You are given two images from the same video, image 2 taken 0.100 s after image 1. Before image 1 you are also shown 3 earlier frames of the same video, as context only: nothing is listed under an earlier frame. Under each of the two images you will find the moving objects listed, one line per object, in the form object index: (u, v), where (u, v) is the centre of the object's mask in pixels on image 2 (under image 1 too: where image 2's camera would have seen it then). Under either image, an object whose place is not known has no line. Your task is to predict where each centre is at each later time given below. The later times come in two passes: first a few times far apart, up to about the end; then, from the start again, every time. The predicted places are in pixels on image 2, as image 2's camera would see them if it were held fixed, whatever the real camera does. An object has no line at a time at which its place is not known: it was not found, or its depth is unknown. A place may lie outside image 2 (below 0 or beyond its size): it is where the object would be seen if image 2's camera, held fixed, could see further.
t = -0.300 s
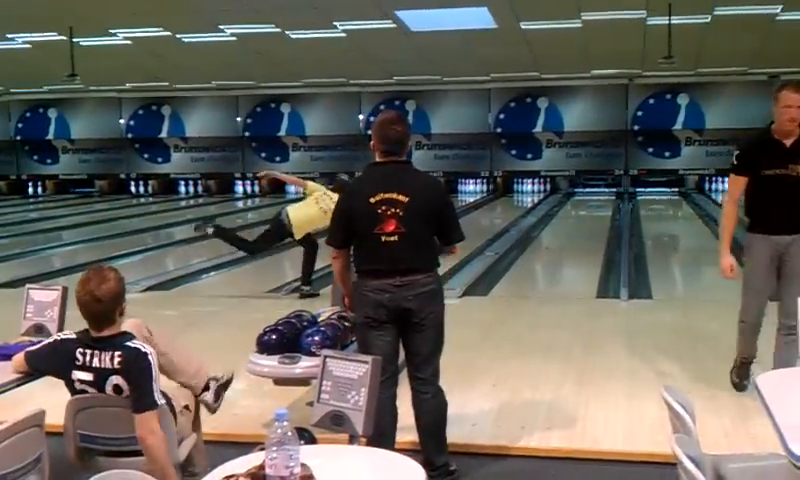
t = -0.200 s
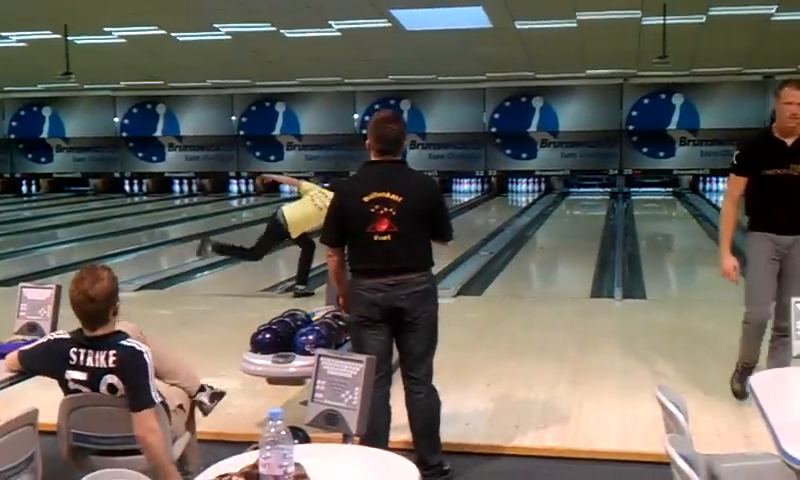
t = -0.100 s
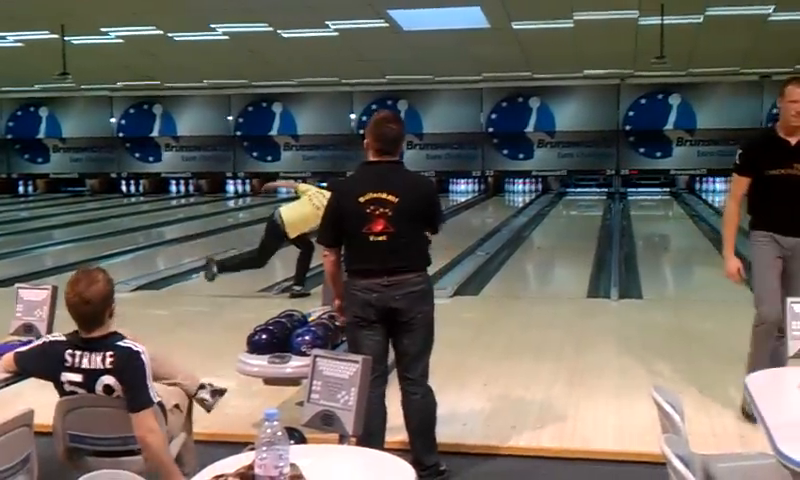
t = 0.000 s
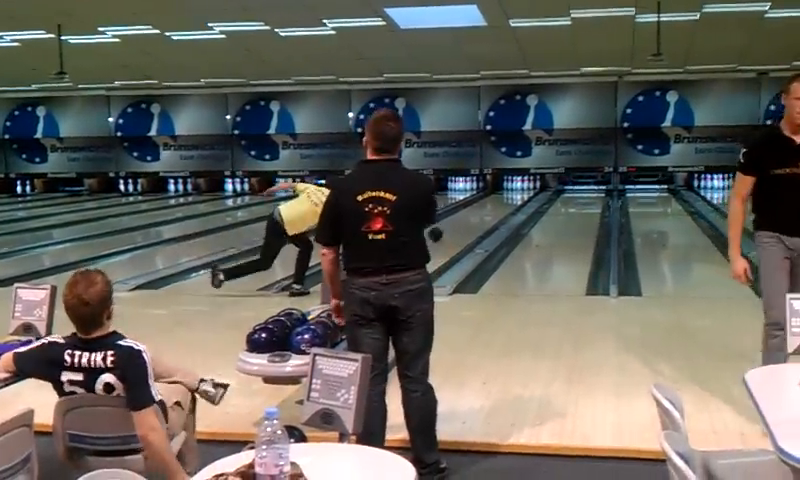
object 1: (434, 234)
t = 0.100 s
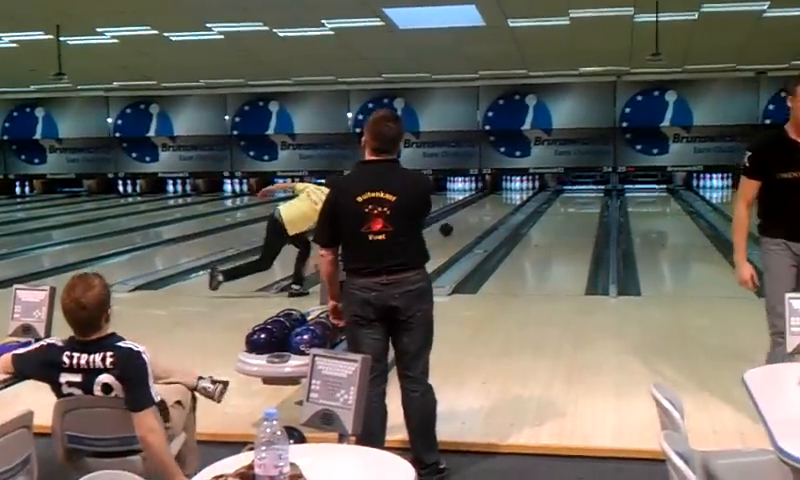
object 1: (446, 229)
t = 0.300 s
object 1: (465, 220)
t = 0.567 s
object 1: (486, 211)
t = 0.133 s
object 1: (450, 227)
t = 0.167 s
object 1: (453, 225)
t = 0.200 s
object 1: (456, 224)
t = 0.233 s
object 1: (459, 223)
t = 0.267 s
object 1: (463, 221)
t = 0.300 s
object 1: (465, 220)
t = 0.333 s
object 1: (468, 219)
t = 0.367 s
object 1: (471, 217)
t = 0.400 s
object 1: (474, 216)
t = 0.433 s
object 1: (477, 214)
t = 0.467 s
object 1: (479, 214)
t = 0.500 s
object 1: (482, 213)
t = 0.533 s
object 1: (483, 212)
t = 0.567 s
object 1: (486, 211)
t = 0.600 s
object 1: (488, 210)
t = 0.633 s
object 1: (490, 209)
